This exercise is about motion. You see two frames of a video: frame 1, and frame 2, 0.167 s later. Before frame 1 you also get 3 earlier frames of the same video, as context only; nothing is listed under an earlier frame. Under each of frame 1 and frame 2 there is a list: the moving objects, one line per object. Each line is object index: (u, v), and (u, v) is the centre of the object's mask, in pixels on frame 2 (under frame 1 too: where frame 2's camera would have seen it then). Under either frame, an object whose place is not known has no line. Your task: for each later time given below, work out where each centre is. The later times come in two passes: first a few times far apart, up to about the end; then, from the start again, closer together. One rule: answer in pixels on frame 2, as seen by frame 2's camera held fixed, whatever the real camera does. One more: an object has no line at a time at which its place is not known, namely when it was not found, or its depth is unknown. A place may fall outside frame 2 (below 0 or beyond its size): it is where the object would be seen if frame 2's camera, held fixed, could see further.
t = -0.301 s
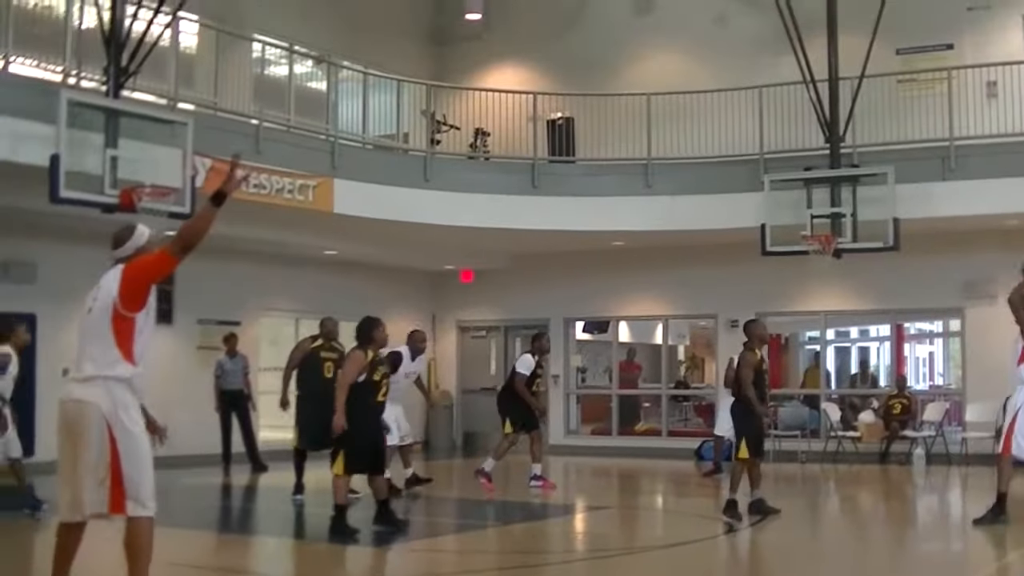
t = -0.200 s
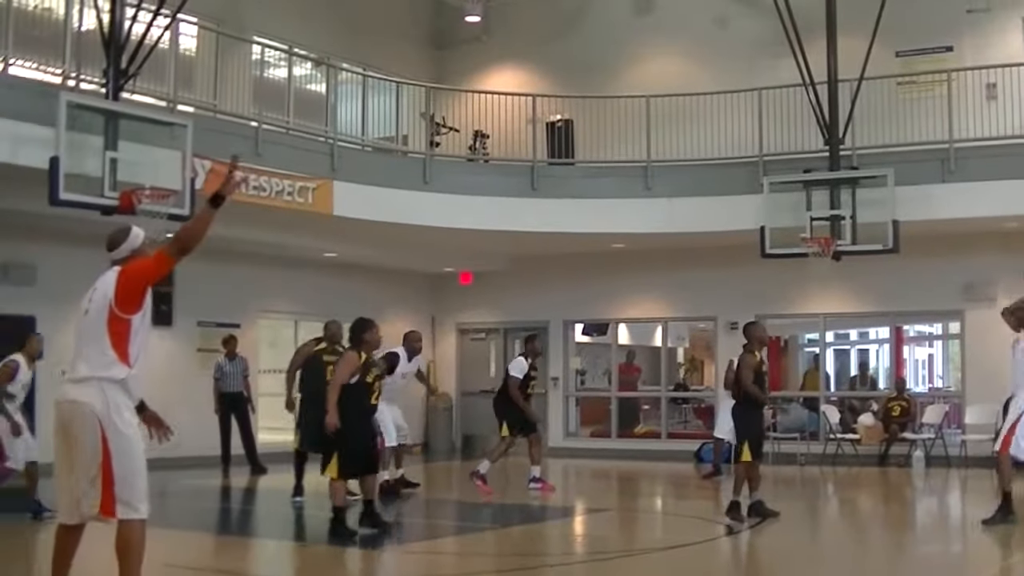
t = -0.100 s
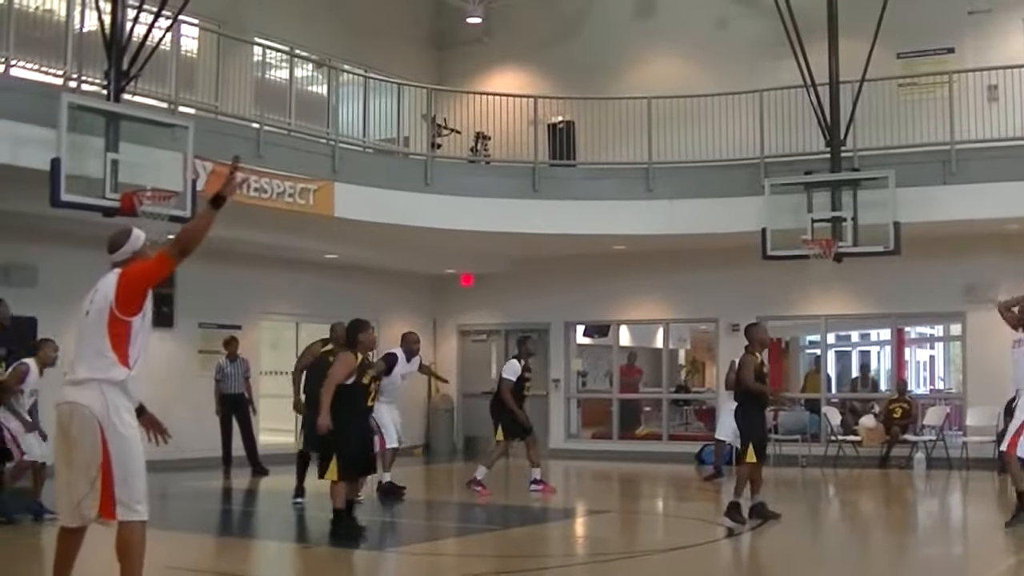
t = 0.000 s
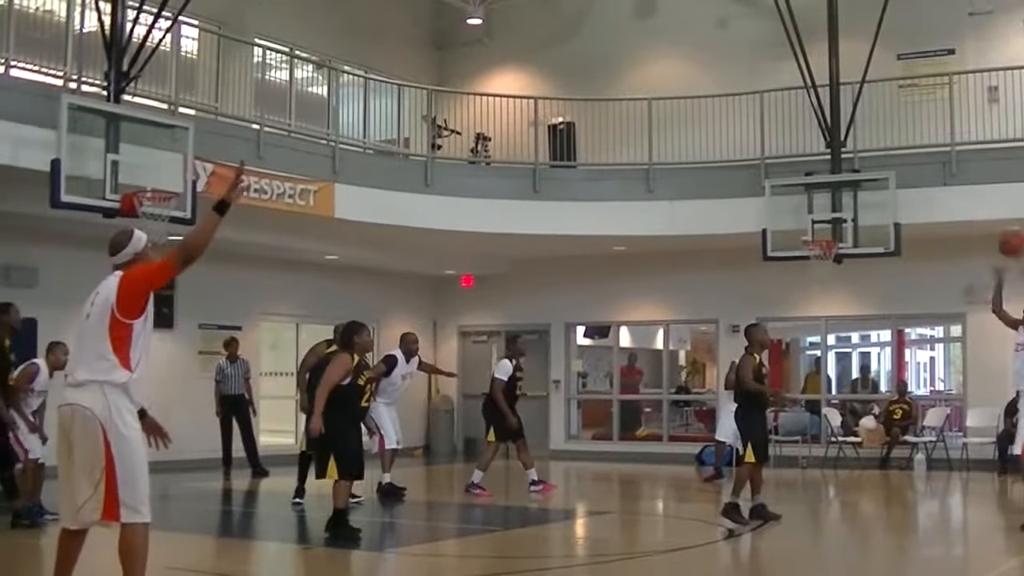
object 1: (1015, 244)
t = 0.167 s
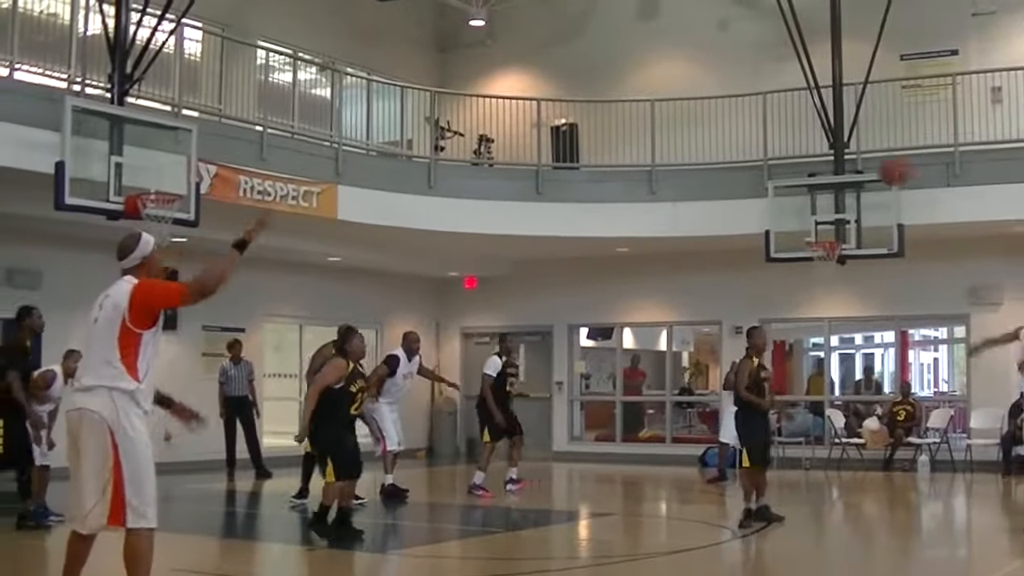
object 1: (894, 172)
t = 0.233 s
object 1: (837, 147)
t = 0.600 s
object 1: (409, 112)
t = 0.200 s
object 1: (867, 159)
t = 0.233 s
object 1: (837, 147)
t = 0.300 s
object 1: (775, 127)
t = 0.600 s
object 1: (409, 112)
